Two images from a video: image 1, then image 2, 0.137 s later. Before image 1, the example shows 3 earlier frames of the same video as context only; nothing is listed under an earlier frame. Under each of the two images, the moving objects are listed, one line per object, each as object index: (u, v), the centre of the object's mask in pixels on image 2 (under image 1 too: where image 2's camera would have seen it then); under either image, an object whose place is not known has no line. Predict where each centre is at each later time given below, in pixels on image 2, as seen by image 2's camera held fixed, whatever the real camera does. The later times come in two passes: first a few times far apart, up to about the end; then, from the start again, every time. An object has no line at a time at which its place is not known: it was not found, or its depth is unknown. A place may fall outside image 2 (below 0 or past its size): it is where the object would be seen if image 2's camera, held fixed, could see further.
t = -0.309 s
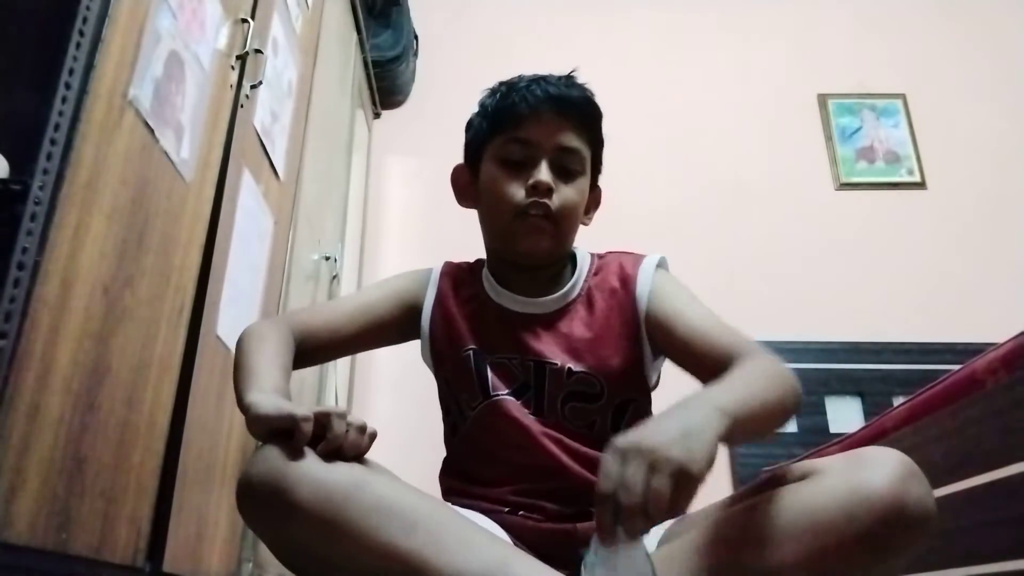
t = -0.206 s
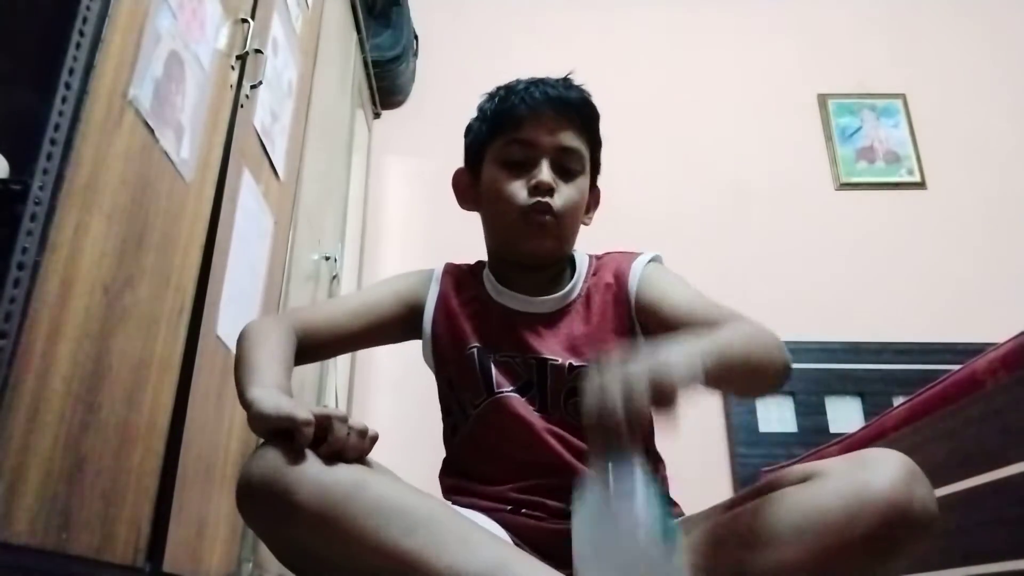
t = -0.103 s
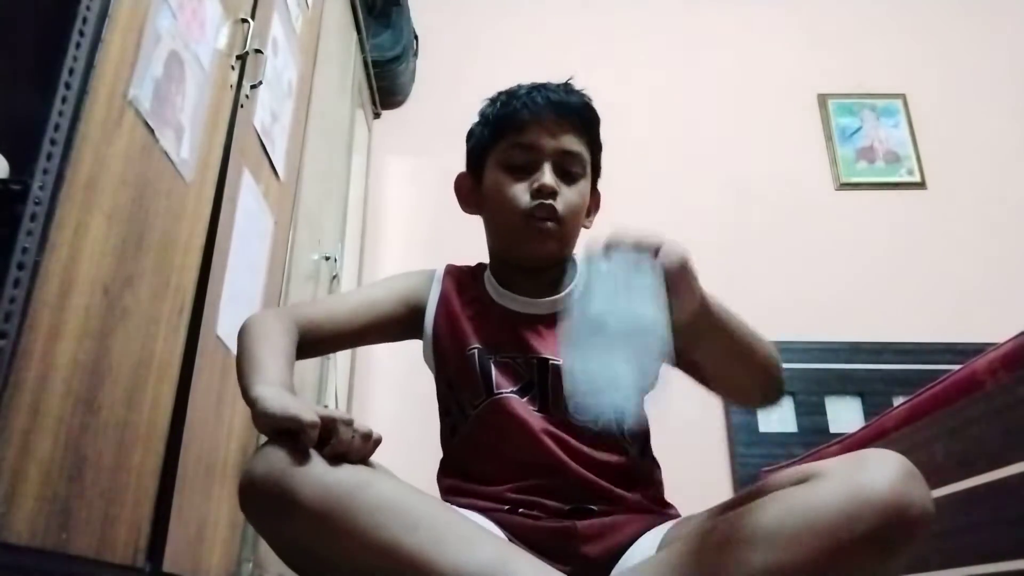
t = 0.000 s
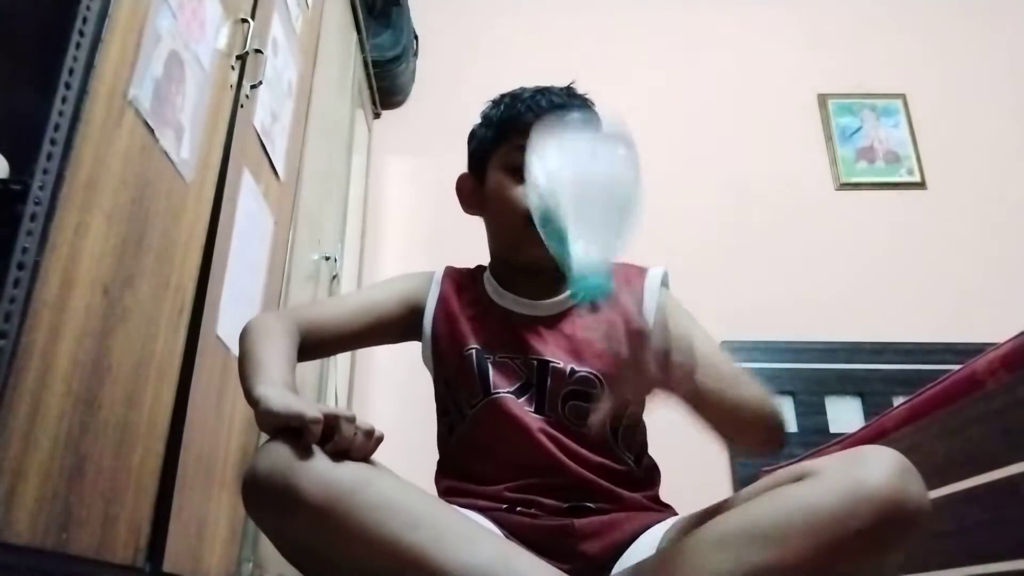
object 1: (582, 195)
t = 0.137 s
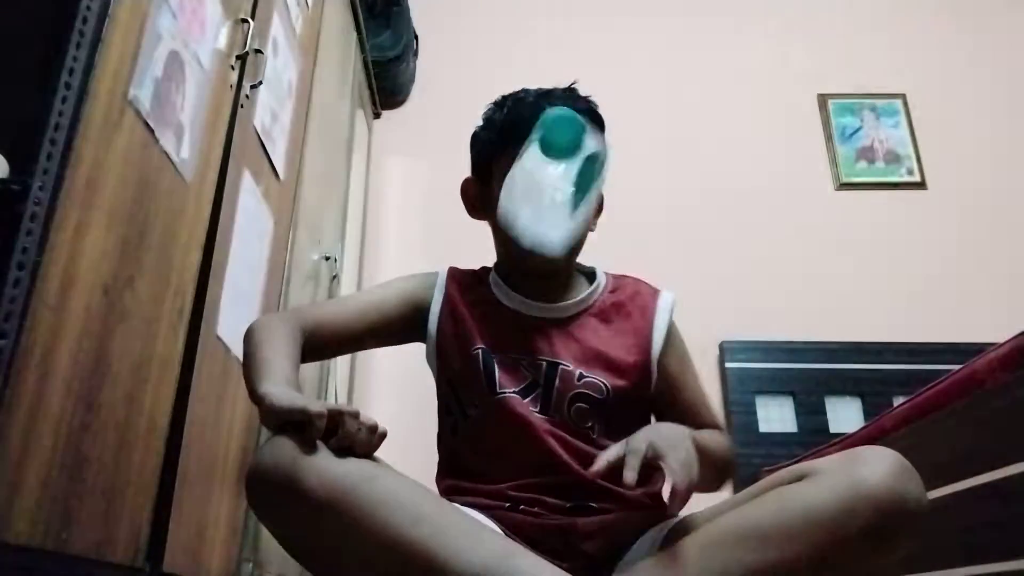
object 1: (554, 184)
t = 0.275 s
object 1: (535, 403)
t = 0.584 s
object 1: (527, 539)
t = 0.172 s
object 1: (549, 212)
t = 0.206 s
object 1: (544, 255)
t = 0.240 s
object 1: (538, 323)
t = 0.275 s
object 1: (535, 403)
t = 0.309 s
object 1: (526, 538)
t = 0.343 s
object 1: (529, 538)
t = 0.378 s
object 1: (532, 539)
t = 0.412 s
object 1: (527, 538)
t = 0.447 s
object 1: (527, 539)
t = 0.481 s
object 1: (528, 539)
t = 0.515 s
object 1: (528, 539)
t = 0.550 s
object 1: (527, 539)
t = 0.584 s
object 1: (527, 539)
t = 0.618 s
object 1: (528, 539)
